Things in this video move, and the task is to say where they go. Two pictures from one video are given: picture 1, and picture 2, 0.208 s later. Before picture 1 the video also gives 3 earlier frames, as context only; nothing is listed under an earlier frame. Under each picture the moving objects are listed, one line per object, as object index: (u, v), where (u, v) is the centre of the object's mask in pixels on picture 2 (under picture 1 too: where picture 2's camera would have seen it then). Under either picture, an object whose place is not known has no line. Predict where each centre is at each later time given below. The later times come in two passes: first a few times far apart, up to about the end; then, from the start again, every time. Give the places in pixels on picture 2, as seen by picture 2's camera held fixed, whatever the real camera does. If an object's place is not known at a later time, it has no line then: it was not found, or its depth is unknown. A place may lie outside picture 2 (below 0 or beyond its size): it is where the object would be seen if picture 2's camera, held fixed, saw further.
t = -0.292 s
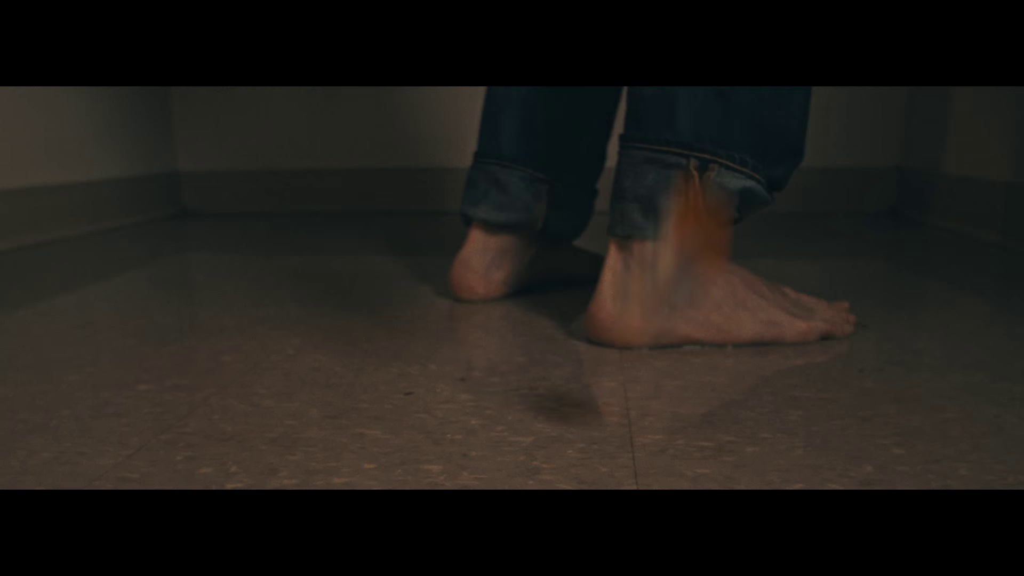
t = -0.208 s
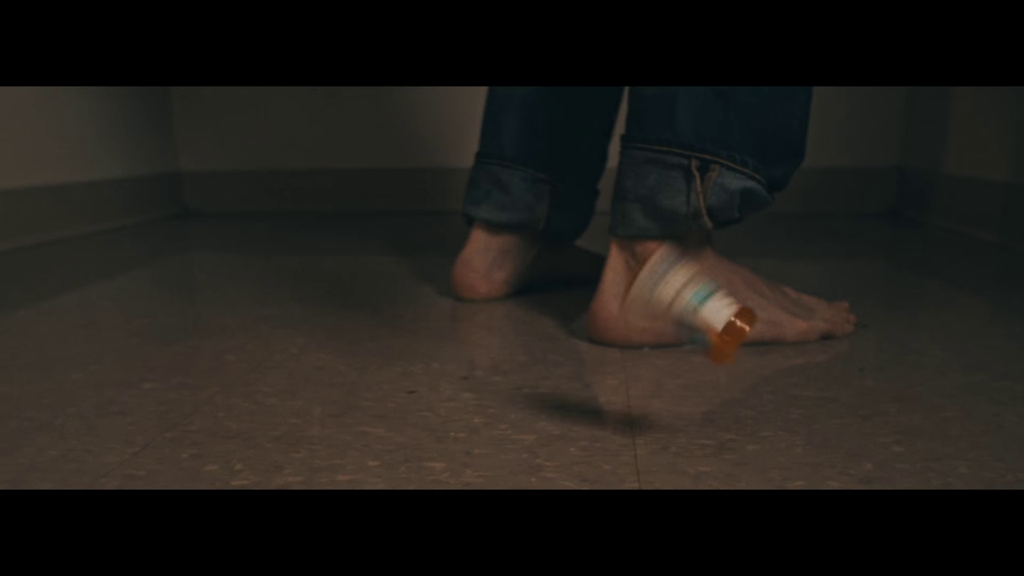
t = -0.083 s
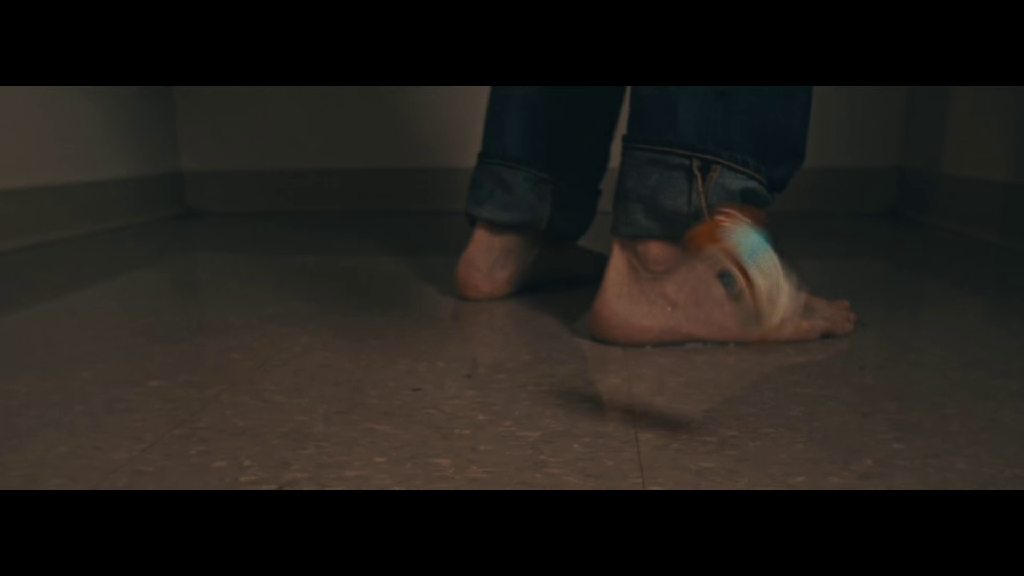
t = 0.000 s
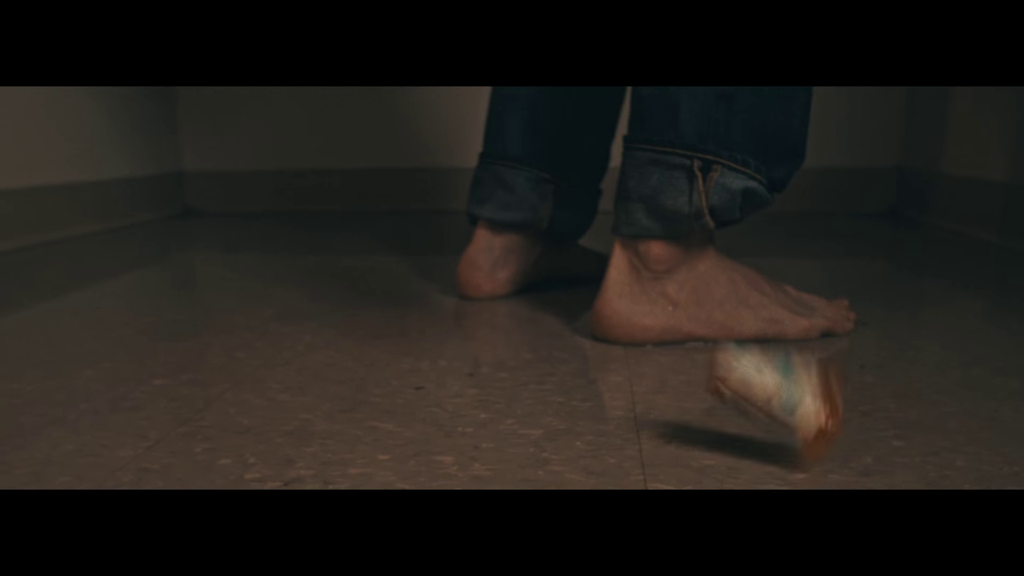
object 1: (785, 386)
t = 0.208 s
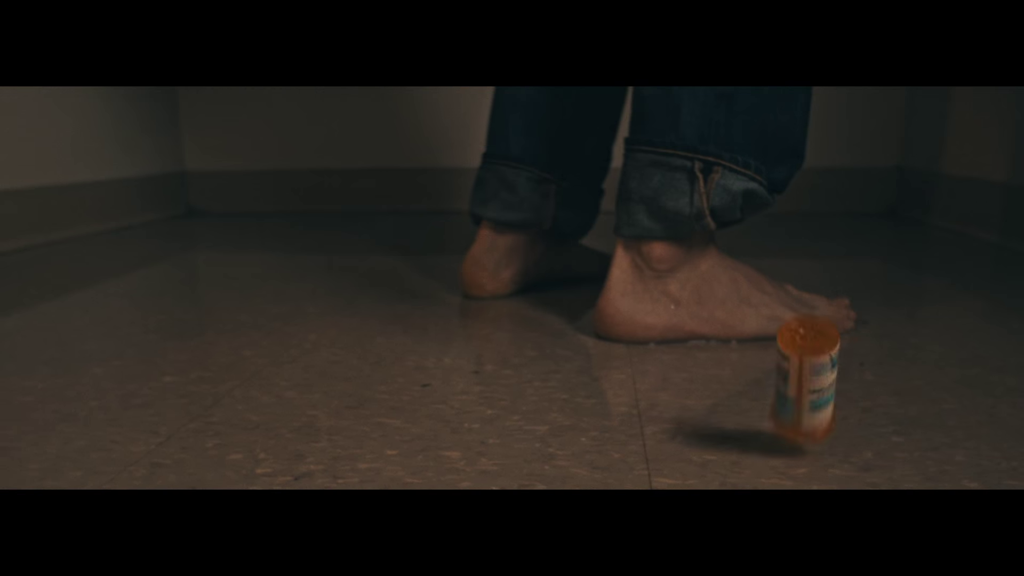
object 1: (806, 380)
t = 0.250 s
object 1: (809, 370)
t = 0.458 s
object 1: (799, 395)
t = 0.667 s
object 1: (781, 434)
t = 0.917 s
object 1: (781, 432)
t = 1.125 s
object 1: (781, 430)
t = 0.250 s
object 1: (809, 370)
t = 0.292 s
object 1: (806, 403)
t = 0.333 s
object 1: (804, 411)
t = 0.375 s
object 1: (803, 406)
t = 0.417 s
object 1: (802, 390)
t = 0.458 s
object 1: (799, 395)
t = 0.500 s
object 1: (796, 399)
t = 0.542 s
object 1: (792, 425)
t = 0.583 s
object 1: (788, 431)
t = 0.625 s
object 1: (783, 434)
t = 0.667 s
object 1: (781, 434)
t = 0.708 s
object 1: (780, 434)
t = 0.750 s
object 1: (781, 433)
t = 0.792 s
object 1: (781, 433)
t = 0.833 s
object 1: (780, 433)
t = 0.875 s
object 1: (781, 432)
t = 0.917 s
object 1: (781, 432)
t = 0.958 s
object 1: (781, 432)
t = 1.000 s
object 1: (781, 432)
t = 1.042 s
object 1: (781, 431)
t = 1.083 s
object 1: (781, 431)
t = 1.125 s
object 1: (781, 430)
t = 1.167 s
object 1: (781, 430)
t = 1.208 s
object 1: (782, 430)
